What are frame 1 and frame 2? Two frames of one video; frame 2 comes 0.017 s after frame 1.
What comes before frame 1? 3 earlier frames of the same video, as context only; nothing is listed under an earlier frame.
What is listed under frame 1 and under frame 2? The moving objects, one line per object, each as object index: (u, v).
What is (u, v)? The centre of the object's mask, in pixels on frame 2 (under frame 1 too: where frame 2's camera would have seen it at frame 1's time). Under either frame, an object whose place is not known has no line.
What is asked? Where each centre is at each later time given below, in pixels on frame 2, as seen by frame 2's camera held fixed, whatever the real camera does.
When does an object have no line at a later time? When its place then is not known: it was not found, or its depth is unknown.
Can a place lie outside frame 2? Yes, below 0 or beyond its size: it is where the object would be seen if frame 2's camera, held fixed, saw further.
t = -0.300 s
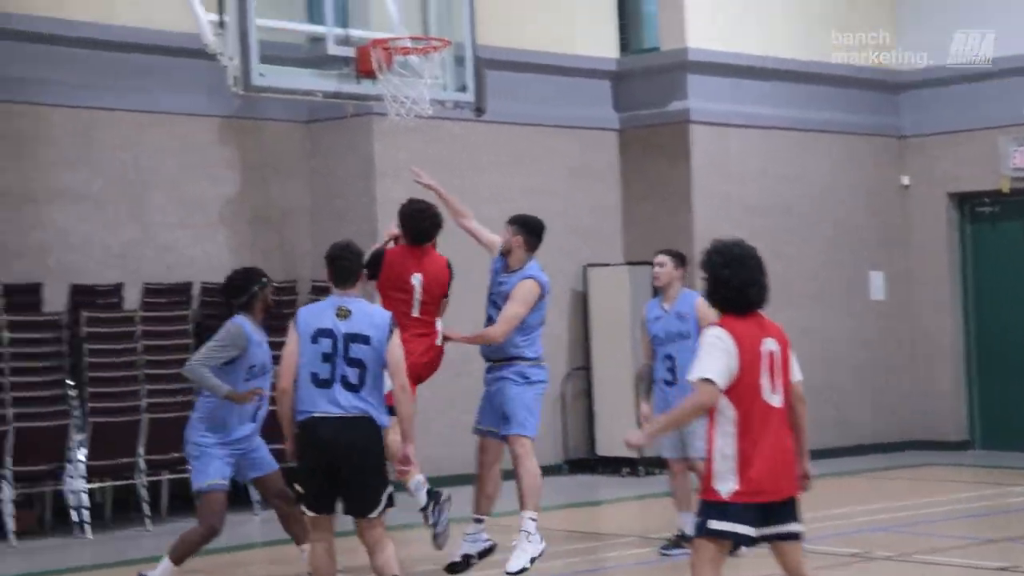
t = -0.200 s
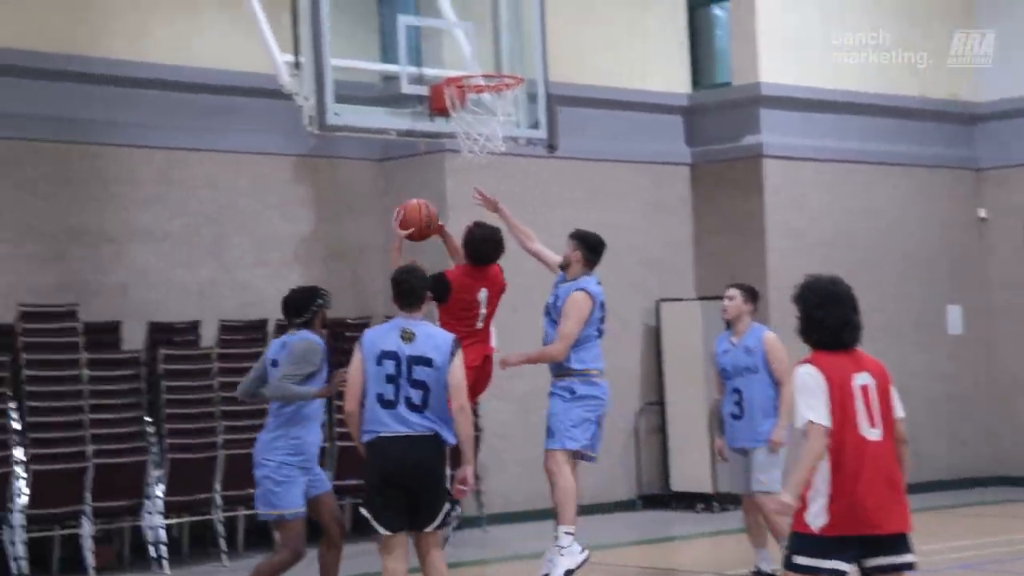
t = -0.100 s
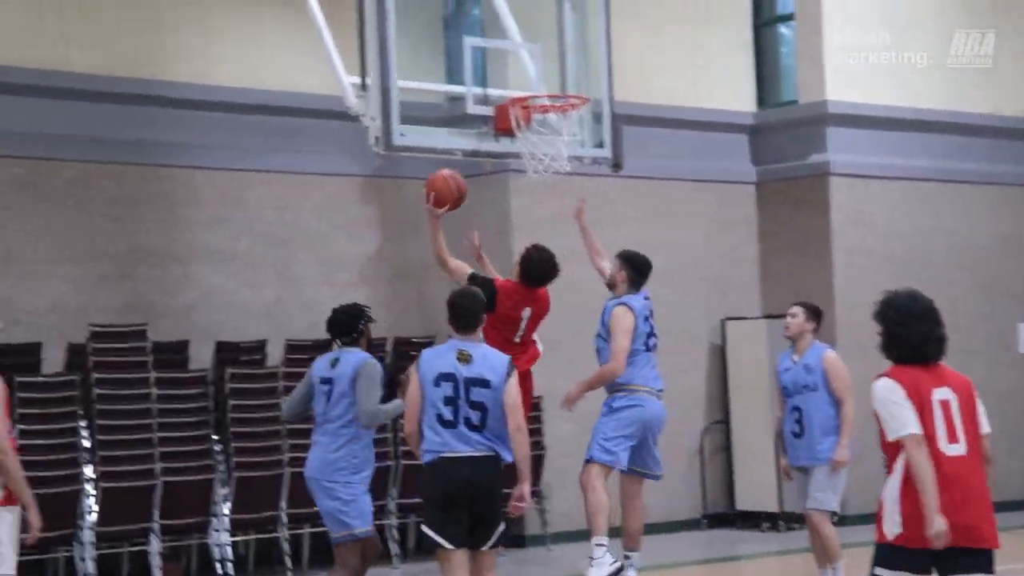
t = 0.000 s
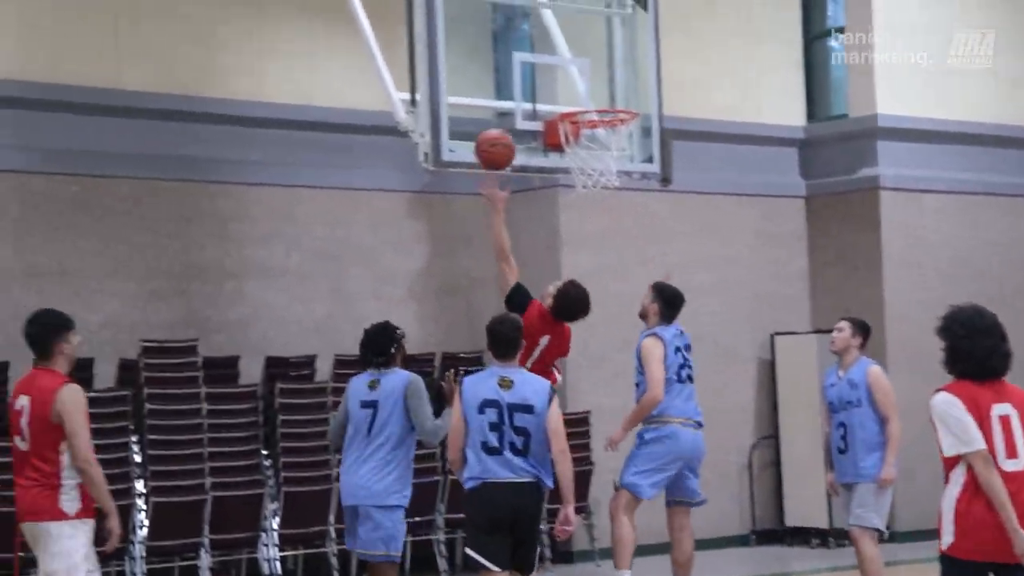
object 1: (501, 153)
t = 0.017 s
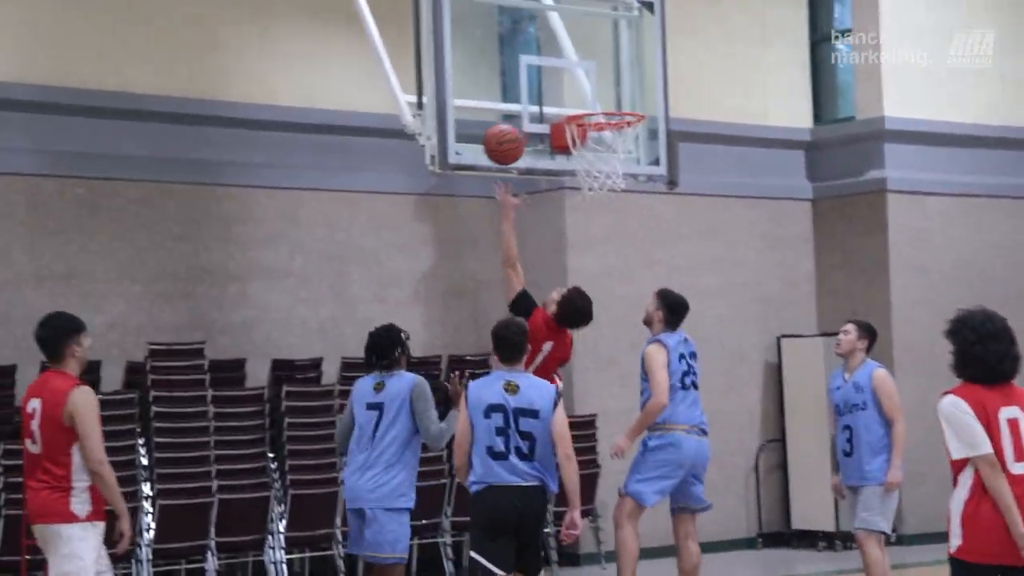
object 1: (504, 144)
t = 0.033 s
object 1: (505, 137)
